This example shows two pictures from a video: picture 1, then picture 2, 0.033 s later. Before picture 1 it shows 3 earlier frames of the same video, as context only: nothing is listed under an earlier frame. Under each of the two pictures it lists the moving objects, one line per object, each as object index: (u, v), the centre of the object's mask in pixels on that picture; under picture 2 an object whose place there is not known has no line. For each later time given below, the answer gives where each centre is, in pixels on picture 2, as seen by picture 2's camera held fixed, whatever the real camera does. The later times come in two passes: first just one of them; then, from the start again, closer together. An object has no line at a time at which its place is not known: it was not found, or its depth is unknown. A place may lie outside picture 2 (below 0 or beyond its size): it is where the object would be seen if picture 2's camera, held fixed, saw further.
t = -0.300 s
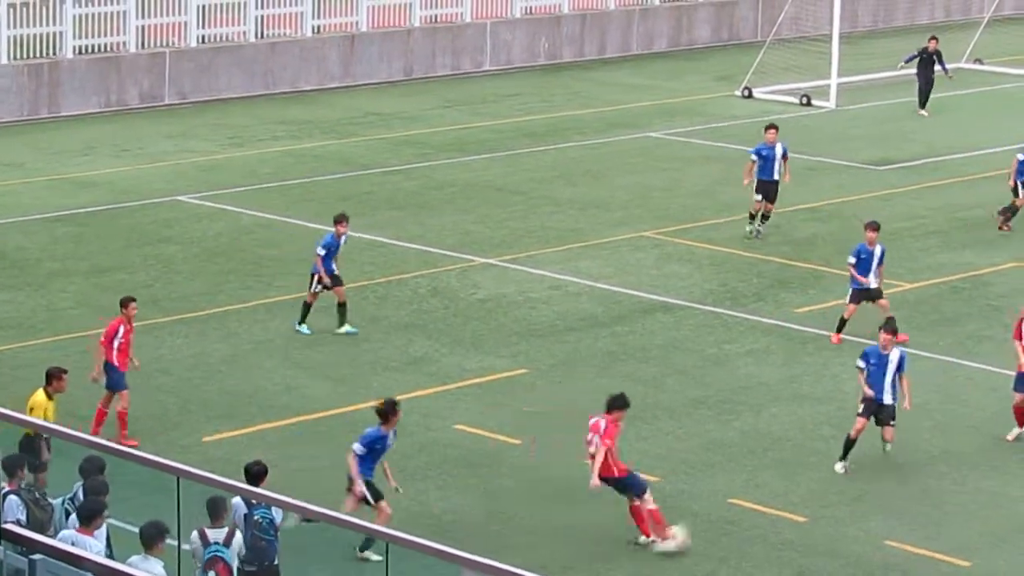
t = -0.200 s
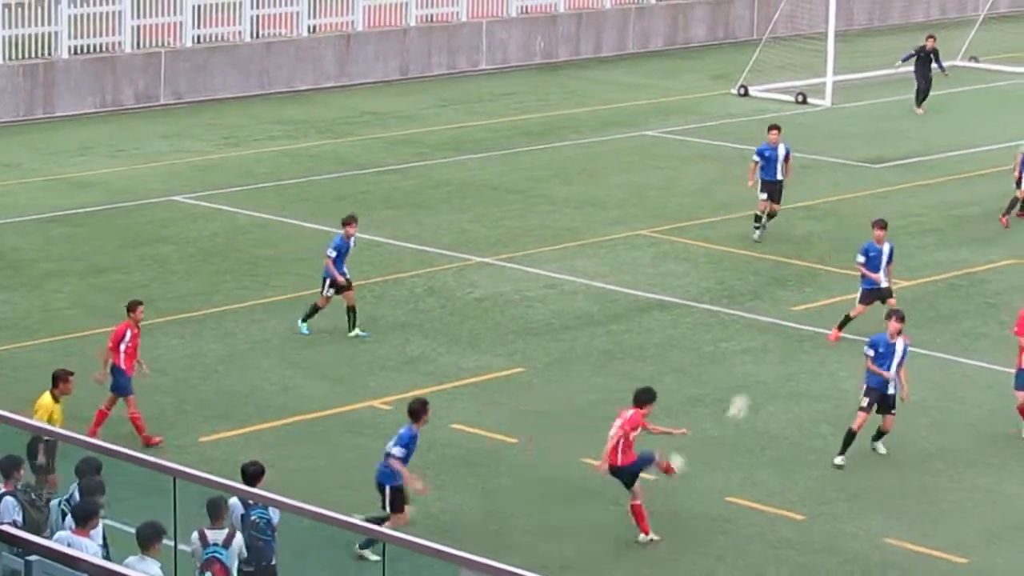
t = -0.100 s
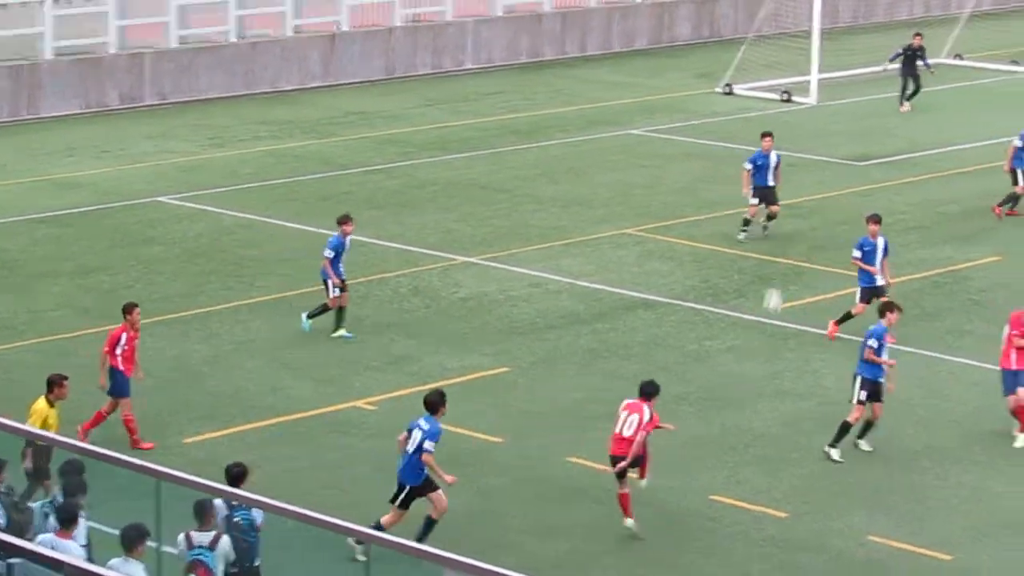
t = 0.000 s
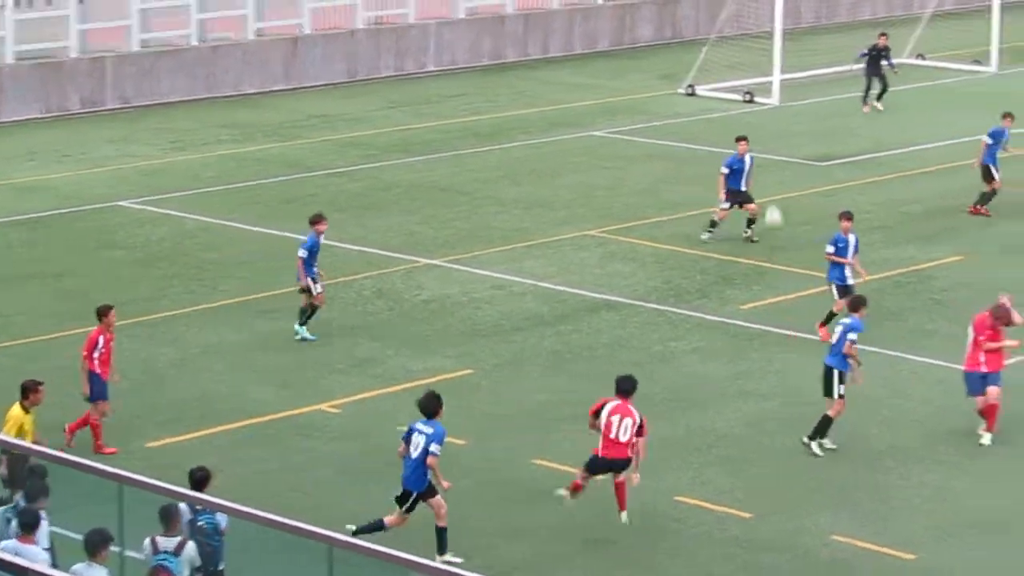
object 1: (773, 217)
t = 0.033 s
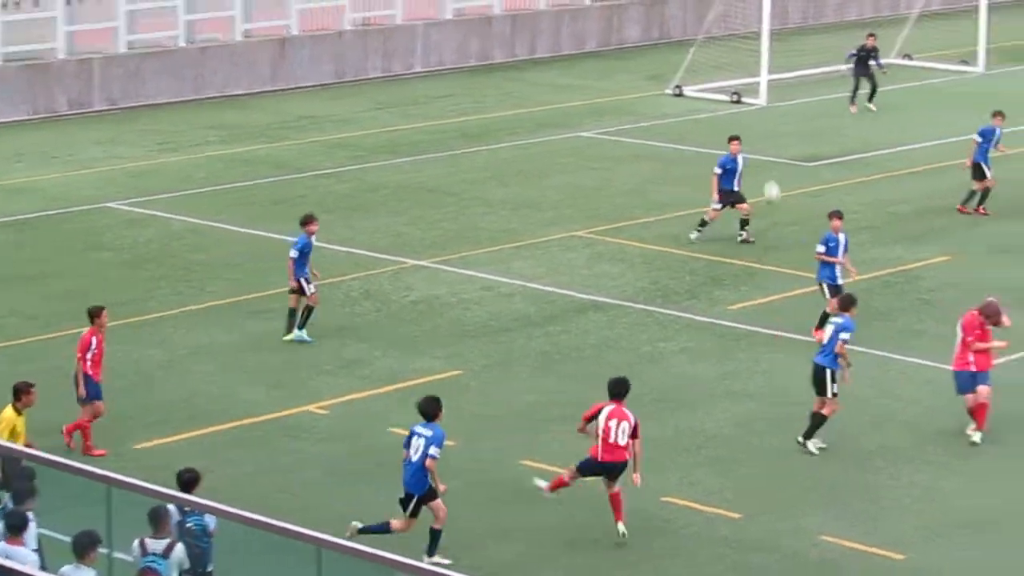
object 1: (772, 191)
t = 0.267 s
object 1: (818, 61)
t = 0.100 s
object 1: (789, 146)
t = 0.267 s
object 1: (818, 61)
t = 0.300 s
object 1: (822, 49)
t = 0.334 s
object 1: (825, 35)
